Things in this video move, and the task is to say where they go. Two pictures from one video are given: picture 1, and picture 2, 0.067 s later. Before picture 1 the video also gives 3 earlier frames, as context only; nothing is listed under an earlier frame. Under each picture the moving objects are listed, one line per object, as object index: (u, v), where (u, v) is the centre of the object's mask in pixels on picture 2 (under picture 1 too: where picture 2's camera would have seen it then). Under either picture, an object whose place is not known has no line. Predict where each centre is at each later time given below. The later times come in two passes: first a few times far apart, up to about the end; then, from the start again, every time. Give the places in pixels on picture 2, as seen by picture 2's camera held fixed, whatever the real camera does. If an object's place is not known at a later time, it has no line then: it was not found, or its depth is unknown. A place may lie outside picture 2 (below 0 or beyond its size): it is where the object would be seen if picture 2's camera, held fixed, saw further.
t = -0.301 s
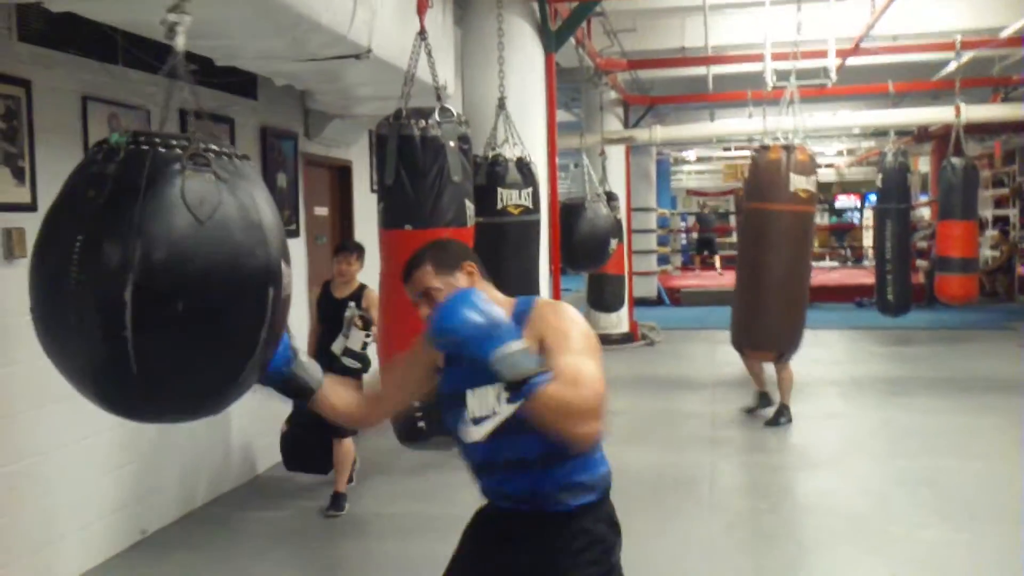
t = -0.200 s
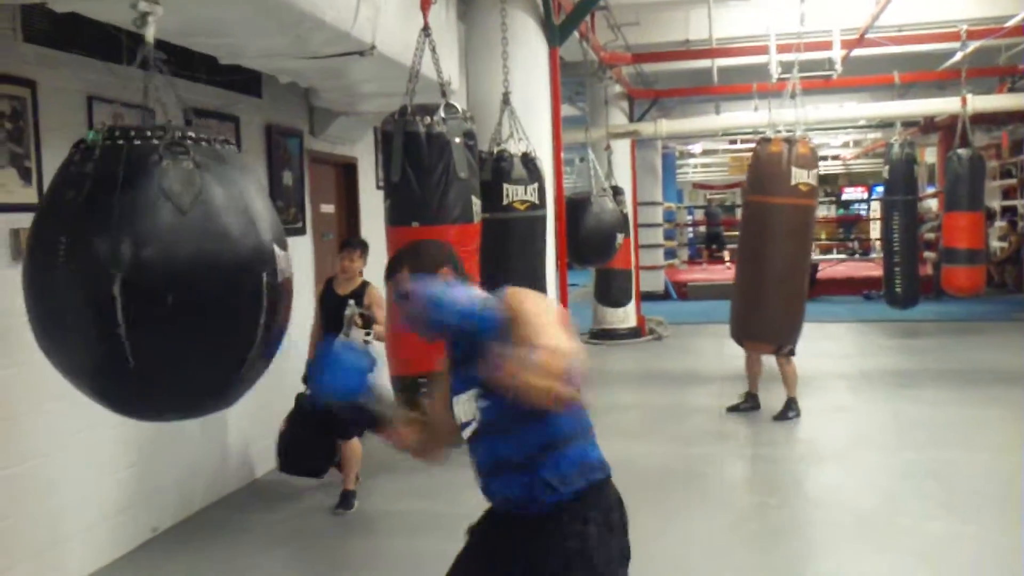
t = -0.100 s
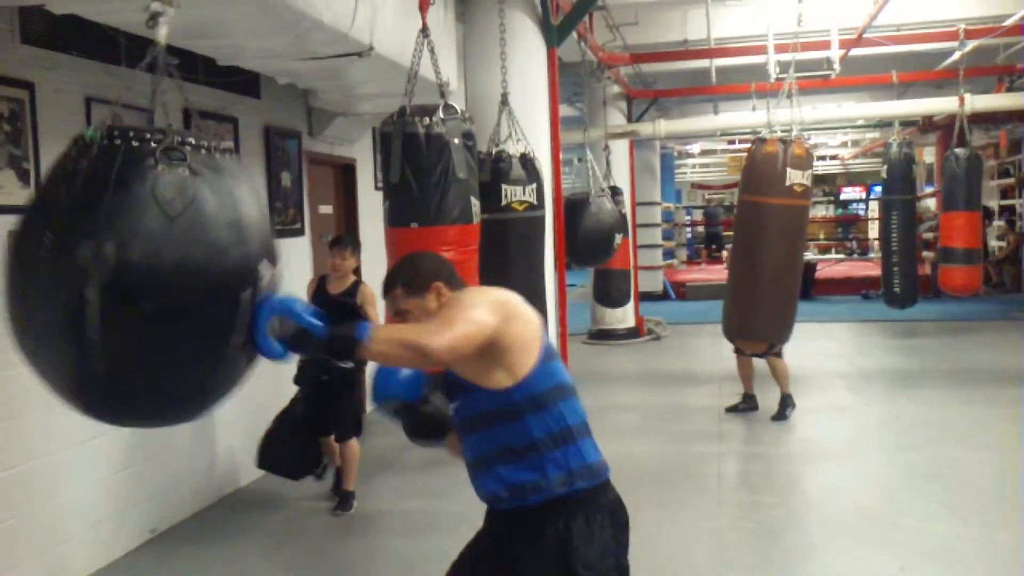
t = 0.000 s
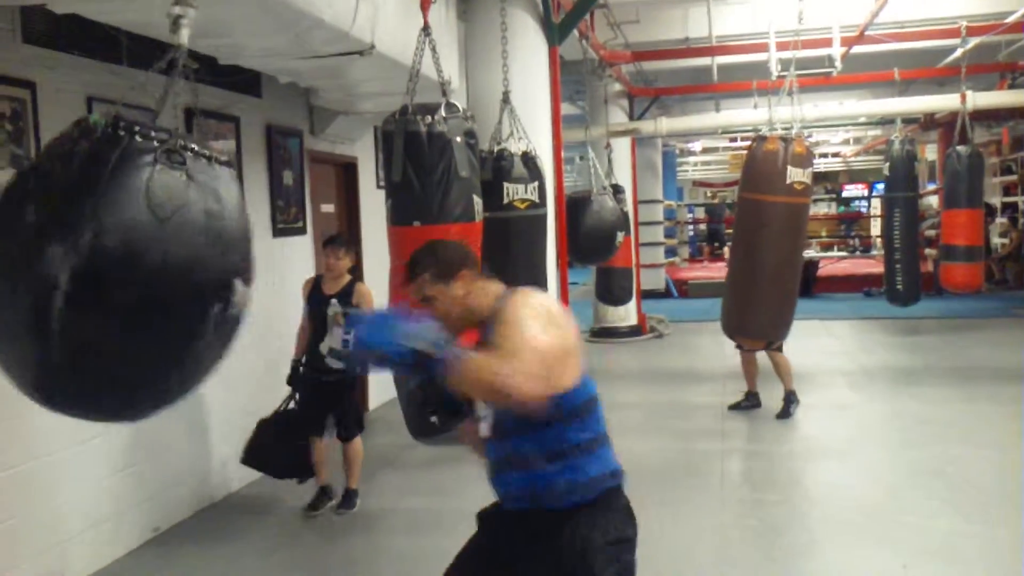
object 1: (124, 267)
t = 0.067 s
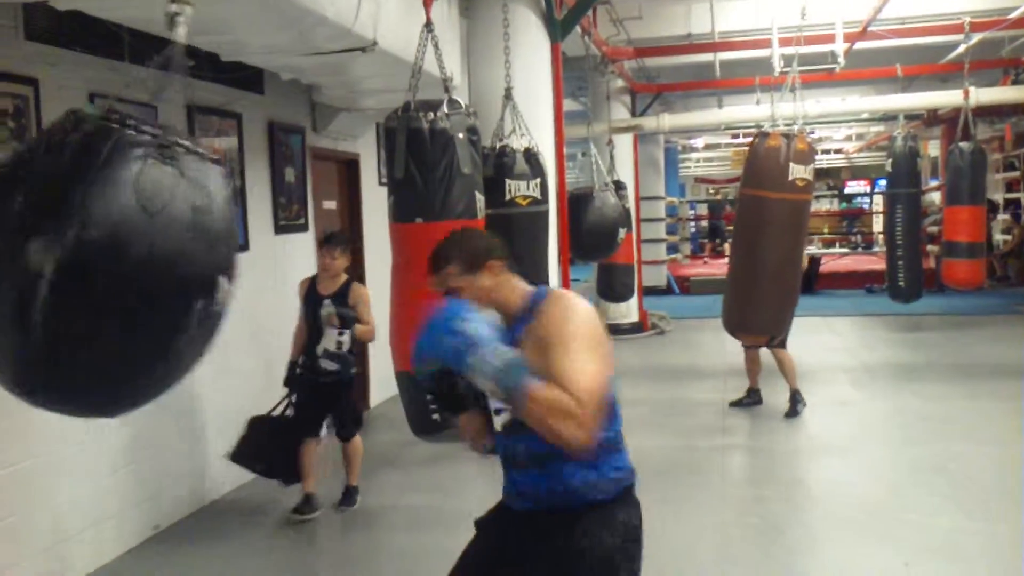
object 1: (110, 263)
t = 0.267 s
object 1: (92, 258)
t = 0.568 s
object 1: (125, 267)
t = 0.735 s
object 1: (171, 274)
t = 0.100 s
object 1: (105, 263)
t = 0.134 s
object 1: (102, 263)
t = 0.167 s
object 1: (98, 262)
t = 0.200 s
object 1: (94, 261)
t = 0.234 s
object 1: (92, 259)
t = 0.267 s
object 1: (92, 258)
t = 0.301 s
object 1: (92, 257)
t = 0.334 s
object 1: (93, 259)
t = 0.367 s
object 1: (95, 260)
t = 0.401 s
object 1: (98, 261)
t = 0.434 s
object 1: (104, 261)
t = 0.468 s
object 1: (110, 263)
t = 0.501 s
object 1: (115, 263)
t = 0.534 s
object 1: (120, 264)
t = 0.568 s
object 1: (125, 267)
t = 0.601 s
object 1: (131, 270)
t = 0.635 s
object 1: (137, 272)
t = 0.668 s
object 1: (146, 274)
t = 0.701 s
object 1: (157, 274)
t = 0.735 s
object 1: (171, 274)
